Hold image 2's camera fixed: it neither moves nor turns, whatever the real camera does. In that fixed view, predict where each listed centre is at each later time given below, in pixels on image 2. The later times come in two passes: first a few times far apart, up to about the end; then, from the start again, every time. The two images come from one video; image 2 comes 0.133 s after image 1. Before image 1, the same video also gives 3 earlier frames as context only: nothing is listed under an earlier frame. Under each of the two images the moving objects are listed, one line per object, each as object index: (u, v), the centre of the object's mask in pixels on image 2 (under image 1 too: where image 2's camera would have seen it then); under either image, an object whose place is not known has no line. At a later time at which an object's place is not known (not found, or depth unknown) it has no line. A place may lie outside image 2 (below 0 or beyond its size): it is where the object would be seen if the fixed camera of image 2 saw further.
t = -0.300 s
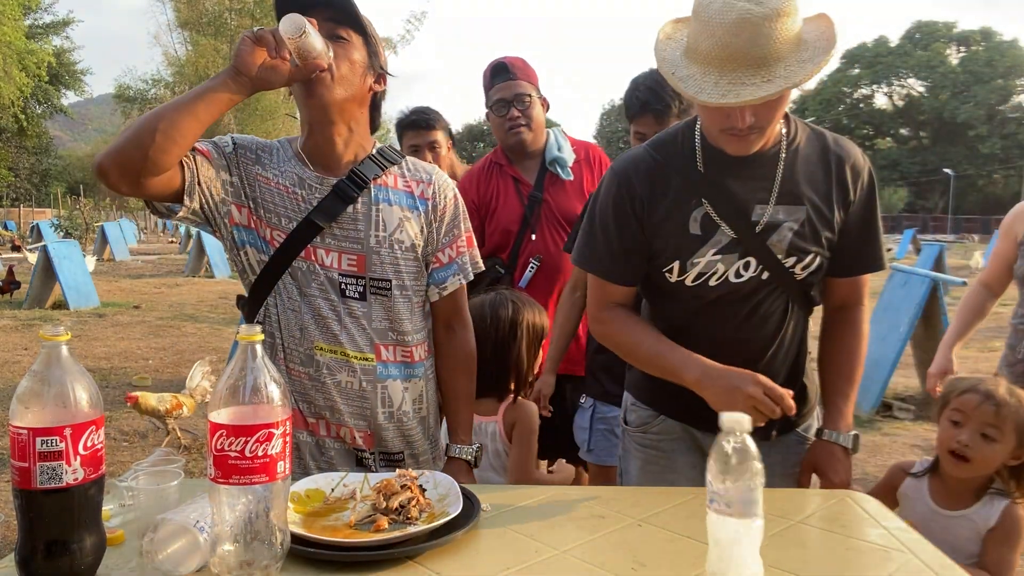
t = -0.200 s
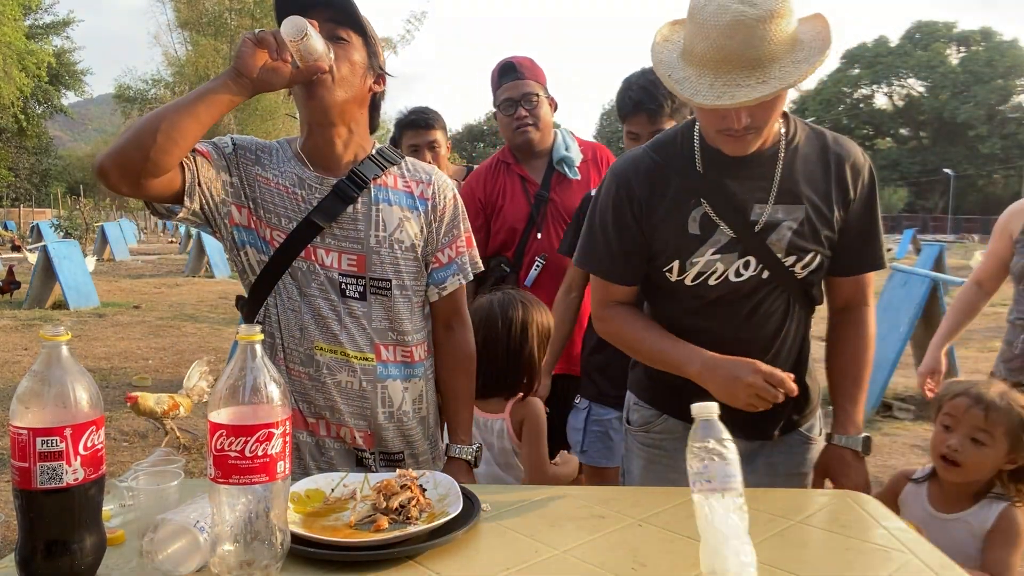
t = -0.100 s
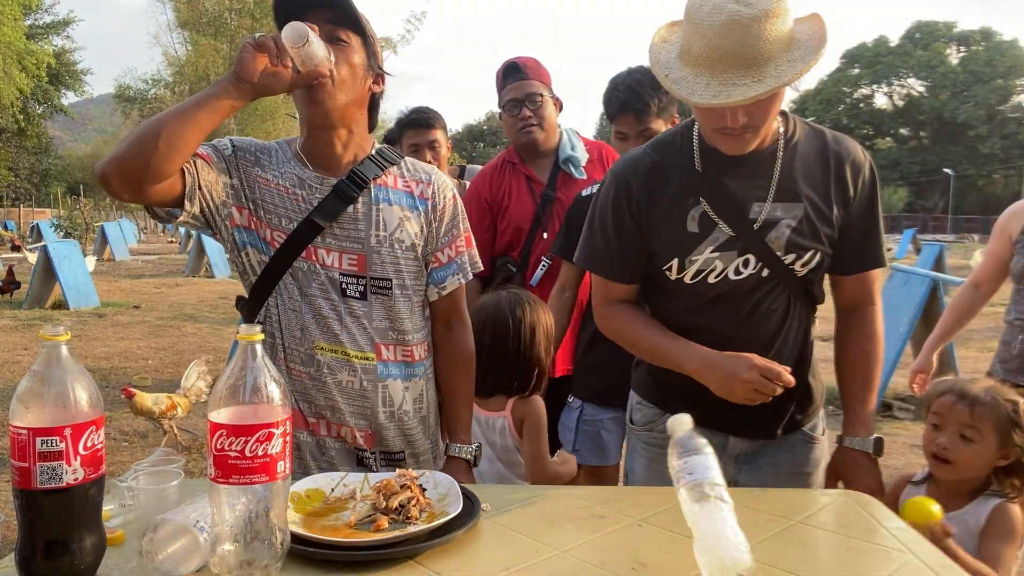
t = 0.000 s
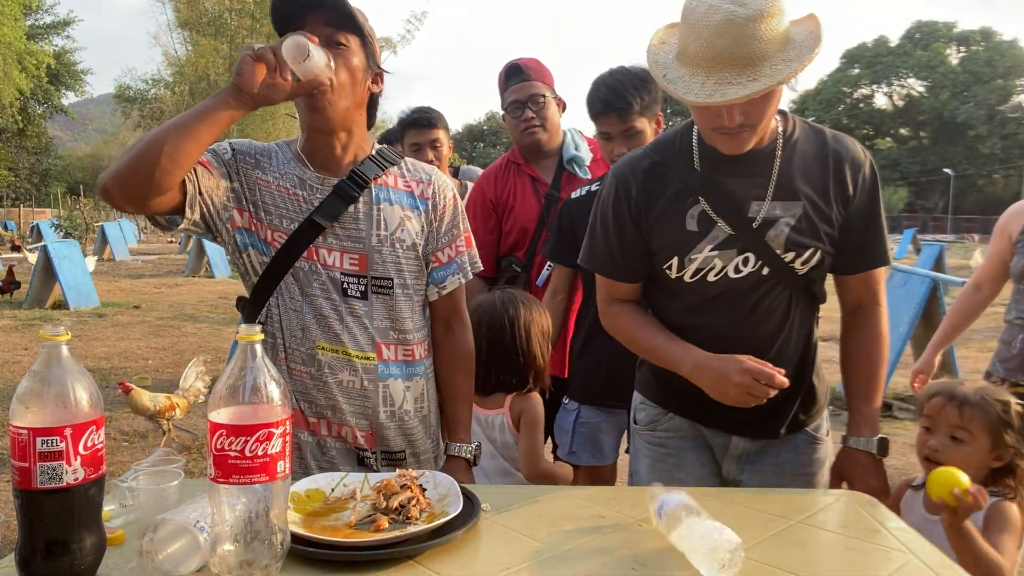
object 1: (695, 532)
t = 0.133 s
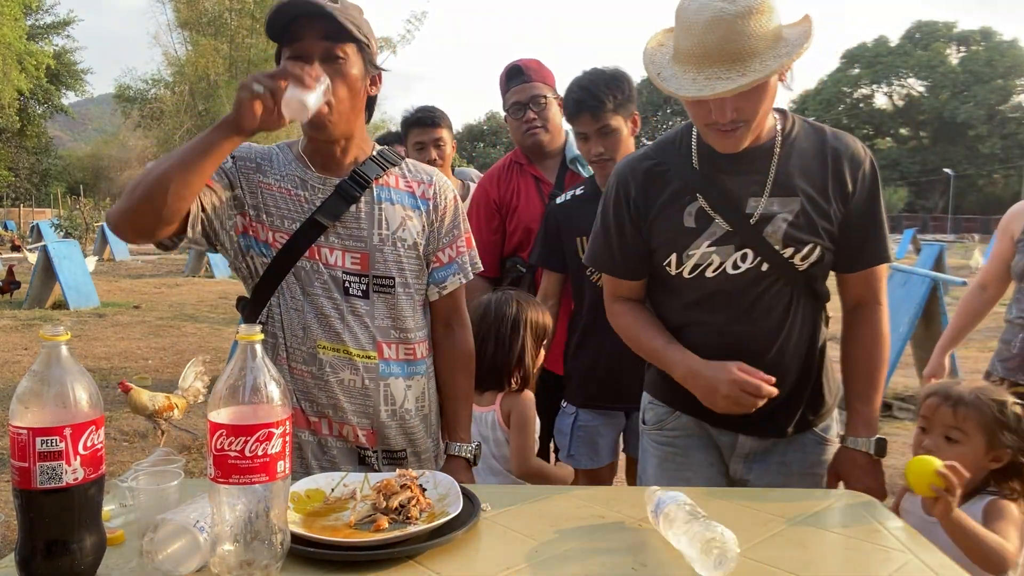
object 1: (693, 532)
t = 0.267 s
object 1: (689, 533)
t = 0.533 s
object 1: (671, 534)
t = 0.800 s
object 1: (650, 534)
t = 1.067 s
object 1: (626, 536)
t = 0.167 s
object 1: (691, 532)
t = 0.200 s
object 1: (690, 532)
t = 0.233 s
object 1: (690, 532)
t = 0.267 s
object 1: (689, 533)
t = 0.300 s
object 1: (688, 533)
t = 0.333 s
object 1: (686, 533)
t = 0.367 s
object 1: (683, 533)
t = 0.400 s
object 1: (682, 533)
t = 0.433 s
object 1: (679, 534)
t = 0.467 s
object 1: (676, 534)
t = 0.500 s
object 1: (673, 534)
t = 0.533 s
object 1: (671, 534)
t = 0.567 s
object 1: (668, 534)
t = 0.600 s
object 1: (665, 534)
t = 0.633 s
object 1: (663, 535)
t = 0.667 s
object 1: (660, 535)
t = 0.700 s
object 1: (657, 534)
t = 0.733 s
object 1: (655, 534)
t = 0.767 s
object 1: (653, 534)
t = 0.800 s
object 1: (650, 534)
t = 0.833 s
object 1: (647, 534)
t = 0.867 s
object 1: (645, 535)
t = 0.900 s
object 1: (642, 535)
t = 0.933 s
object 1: (640, 535)
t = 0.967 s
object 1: (637, 535)
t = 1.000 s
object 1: (633, 535)
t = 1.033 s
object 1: (630, 536)
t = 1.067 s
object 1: (626, 536)
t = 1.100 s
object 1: (623, 537)
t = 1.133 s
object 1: (618, 537)
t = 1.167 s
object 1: (614, 537)
